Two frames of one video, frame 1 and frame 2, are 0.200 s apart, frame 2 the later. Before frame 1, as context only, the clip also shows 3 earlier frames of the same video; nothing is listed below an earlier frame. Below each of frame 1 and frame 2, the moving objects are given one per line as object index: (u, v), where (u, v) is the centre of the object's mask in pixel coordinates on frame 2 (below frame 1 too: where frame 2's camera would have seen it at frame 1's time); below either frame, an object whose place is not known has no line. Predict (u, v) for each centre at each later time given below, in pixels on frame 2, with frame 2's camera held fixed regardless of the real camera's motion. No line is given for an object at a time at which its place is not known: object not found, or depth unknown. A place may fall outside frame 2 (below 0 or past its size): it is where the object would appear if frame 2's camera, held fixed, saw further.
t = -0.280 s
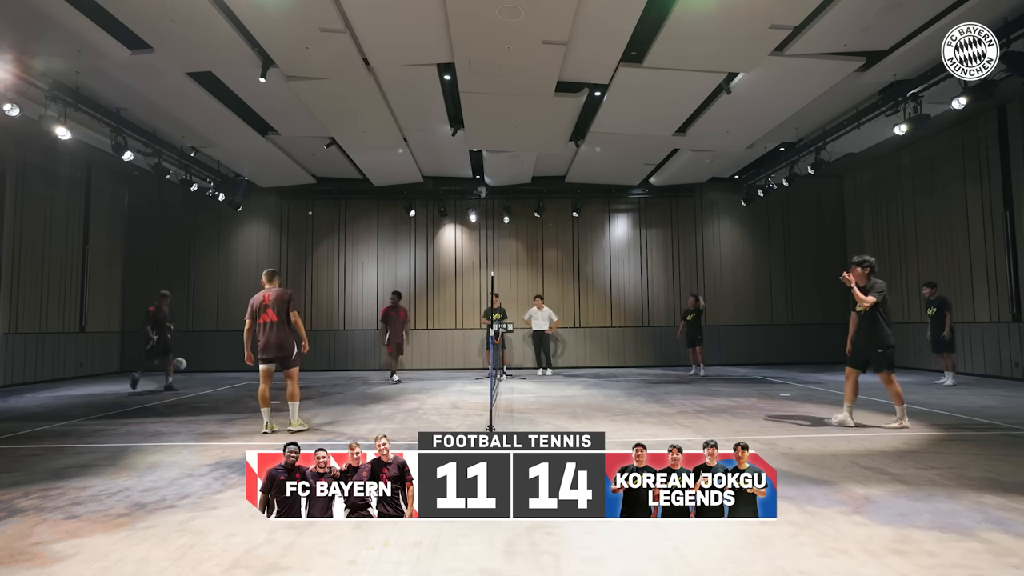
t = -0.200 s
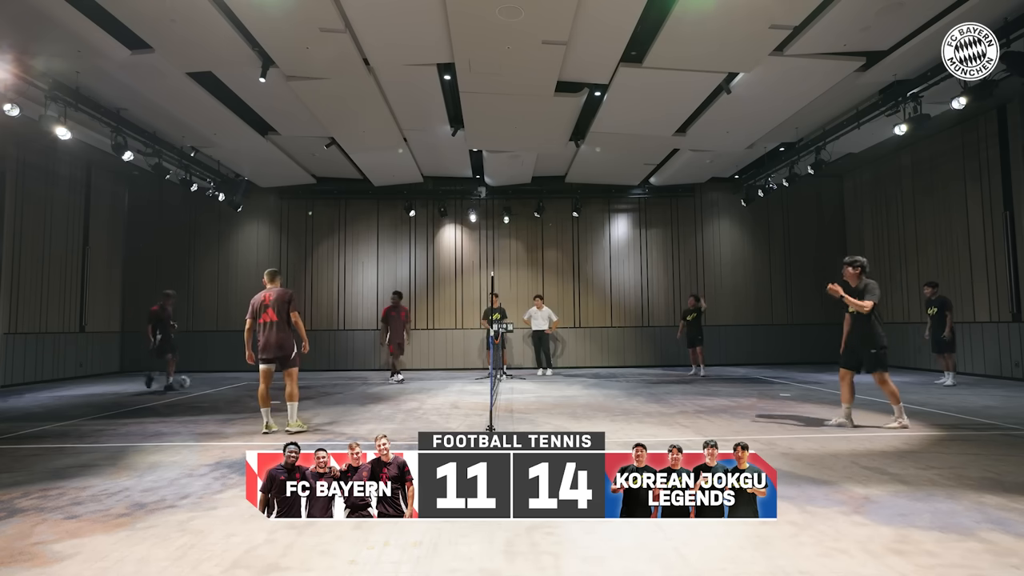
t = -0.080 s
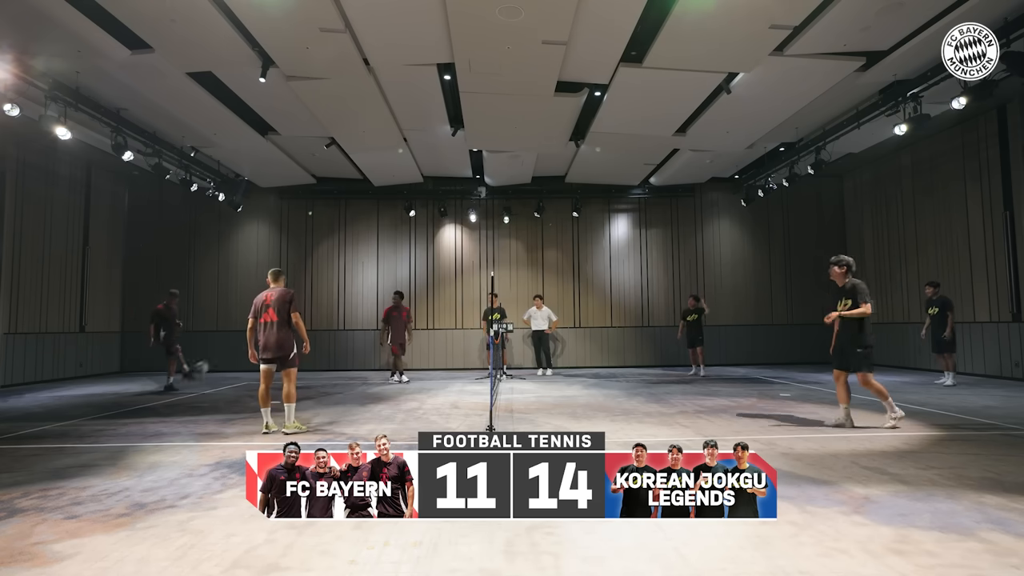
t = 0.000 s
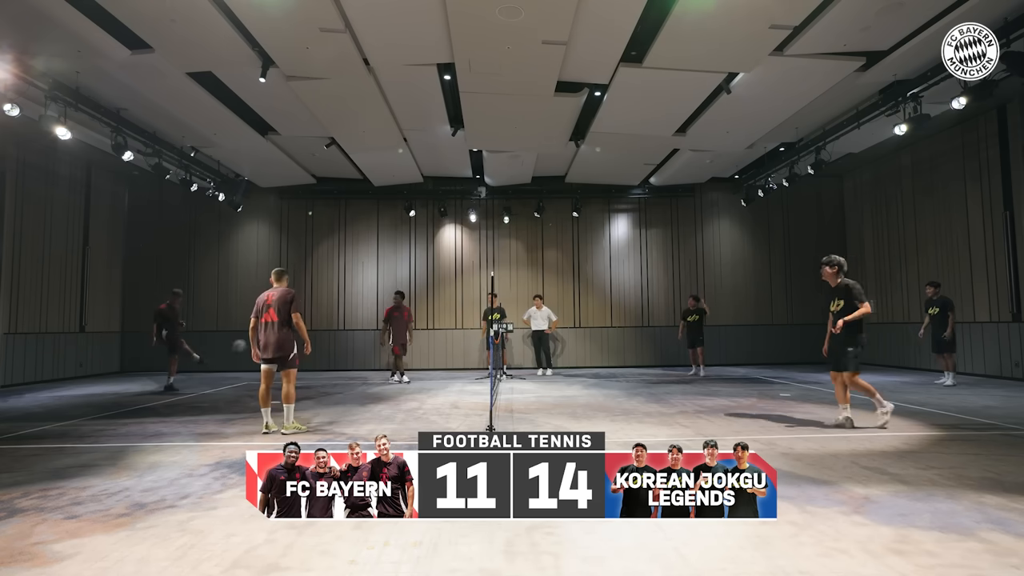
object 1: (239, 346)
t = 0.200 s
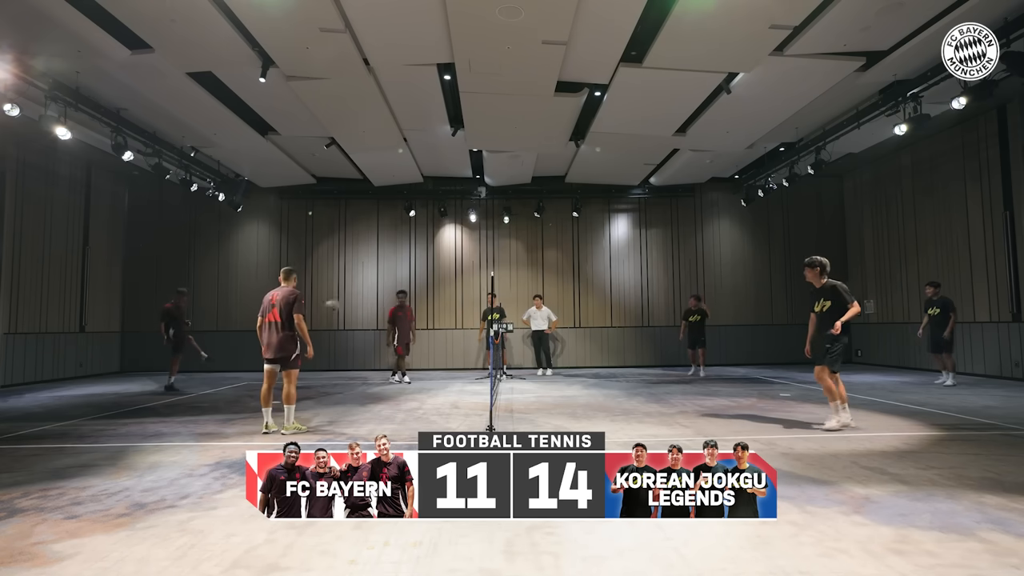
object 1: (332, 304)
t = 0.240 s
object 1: (351, 300)
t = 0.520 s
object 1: (496, 288)
